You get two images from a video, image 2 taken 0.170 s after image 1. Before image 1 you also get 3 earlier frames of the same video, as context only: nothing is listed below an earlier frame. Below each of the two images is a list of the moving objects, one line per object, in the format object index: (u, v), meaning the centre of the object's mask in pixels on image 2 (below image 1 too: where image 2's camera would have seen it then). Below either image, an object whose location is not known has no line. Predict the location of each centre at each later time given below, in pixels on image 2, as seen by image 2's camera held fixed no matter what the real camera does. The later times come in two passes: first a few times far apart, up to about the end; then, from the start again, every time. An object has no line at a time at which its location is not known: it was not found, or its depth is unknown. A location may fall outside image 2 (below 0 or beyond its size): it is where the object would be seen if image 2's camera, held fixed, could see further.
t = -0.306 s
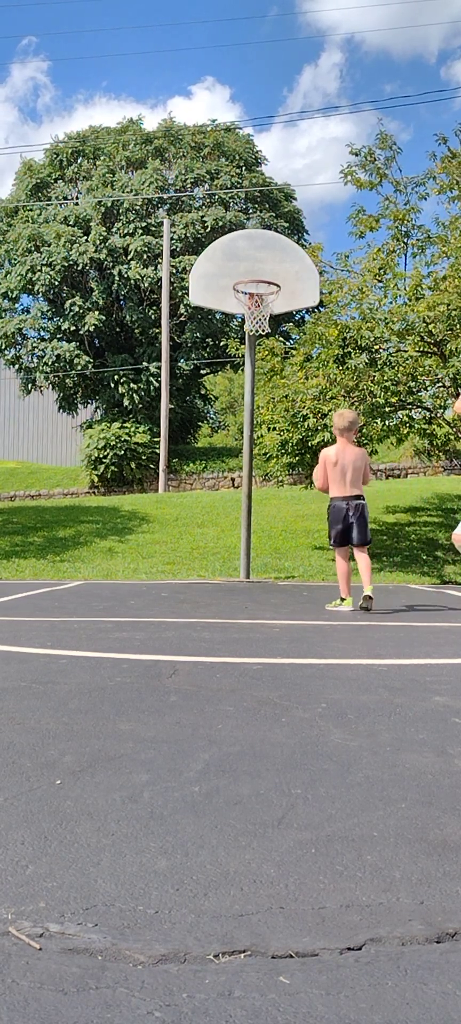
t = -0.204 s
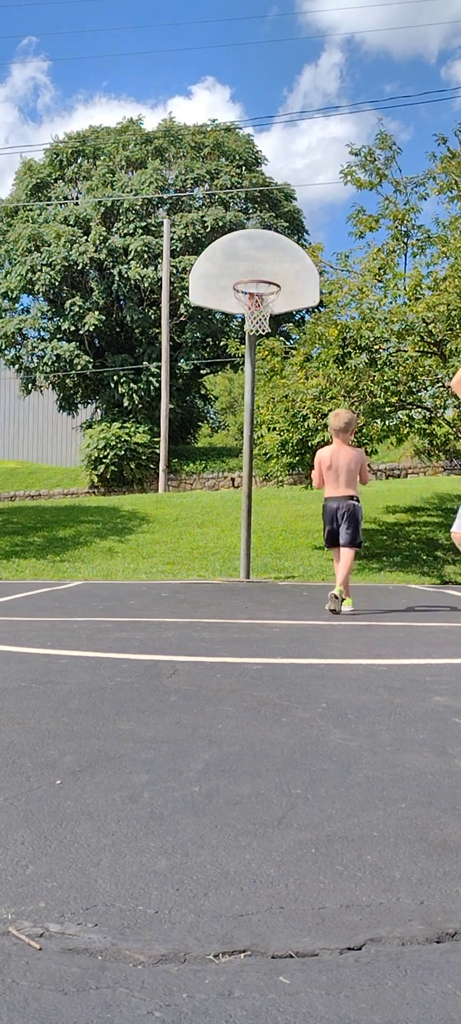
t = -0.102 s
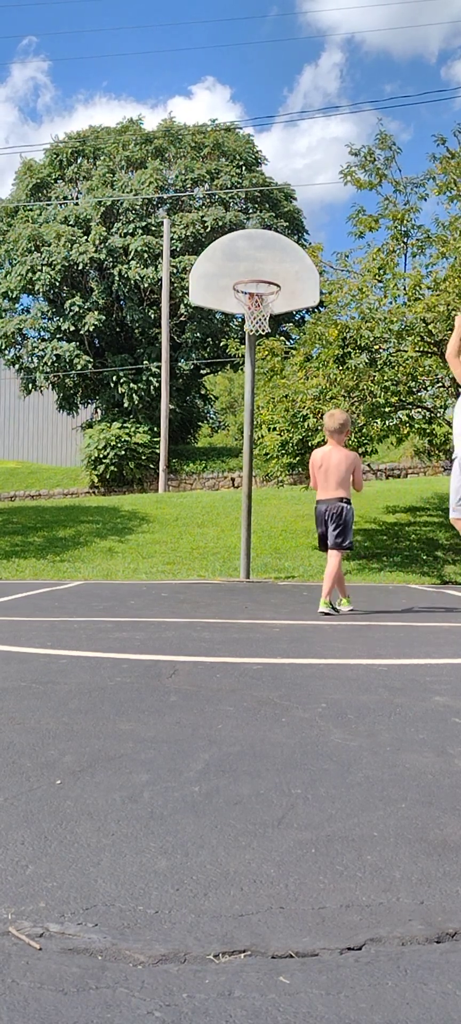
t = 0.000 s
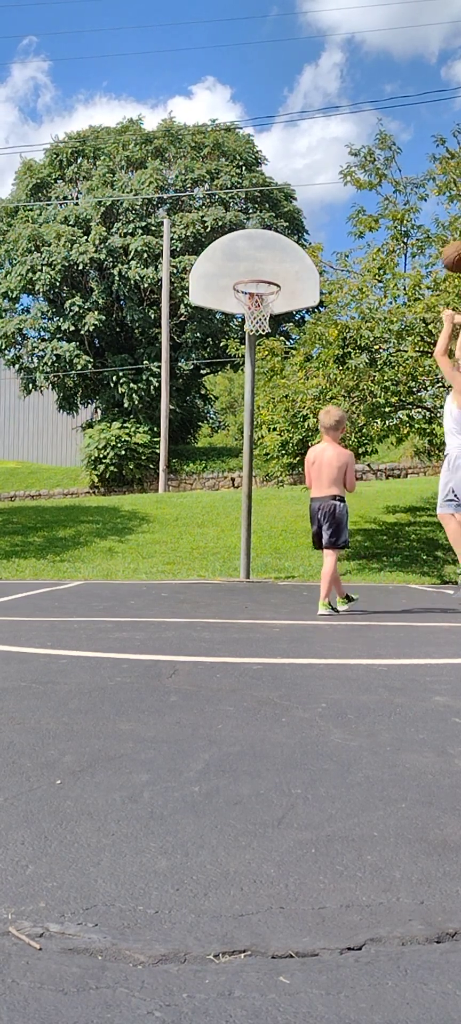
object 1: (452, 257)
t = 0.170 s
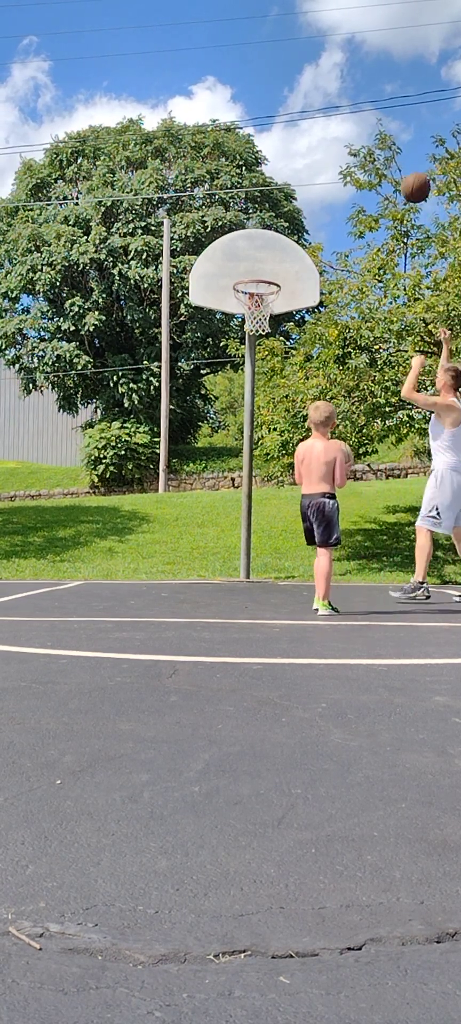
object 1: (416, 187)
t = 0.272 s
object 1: (393, 165)
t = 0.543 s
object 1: (338, 162)
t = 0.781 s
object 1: (295, 217)
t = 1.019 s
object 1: (253, 323)
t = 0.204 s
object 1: (408, 179)
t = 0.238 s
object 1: (400, 171)
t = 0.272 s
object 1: (393, 165)
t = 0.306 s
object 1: (385, 160)
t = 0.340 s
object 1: (379, 157)
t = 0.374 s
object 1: (371, 154)
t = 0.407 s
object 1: (365, 153)
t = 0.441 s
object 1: (358, 154)
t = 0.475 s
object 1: (351, 155)
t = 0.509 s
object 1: (345, 158)
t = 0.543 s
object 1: (338, 162)
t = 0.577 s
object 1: (332, 166)
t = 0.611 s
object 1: (325, 172)
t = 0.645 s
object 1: (319, 179)
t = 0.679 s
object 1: (313, 187)
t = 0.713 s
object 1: (307, 196)
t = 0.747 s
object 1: (301, 206)
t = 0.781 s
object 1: (295, 217)
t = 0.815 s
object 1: (290, 228)
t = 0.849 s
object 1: (284, 241)
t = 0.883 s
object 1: (278, 255)
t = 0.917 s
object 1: (273, 269)
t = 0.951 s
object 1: (267, 284)
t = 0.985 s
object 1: (255, 303)
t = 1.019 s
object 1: (253, 323)
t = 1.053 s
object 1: (247, 324)
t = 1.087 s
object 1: (243, 330)
